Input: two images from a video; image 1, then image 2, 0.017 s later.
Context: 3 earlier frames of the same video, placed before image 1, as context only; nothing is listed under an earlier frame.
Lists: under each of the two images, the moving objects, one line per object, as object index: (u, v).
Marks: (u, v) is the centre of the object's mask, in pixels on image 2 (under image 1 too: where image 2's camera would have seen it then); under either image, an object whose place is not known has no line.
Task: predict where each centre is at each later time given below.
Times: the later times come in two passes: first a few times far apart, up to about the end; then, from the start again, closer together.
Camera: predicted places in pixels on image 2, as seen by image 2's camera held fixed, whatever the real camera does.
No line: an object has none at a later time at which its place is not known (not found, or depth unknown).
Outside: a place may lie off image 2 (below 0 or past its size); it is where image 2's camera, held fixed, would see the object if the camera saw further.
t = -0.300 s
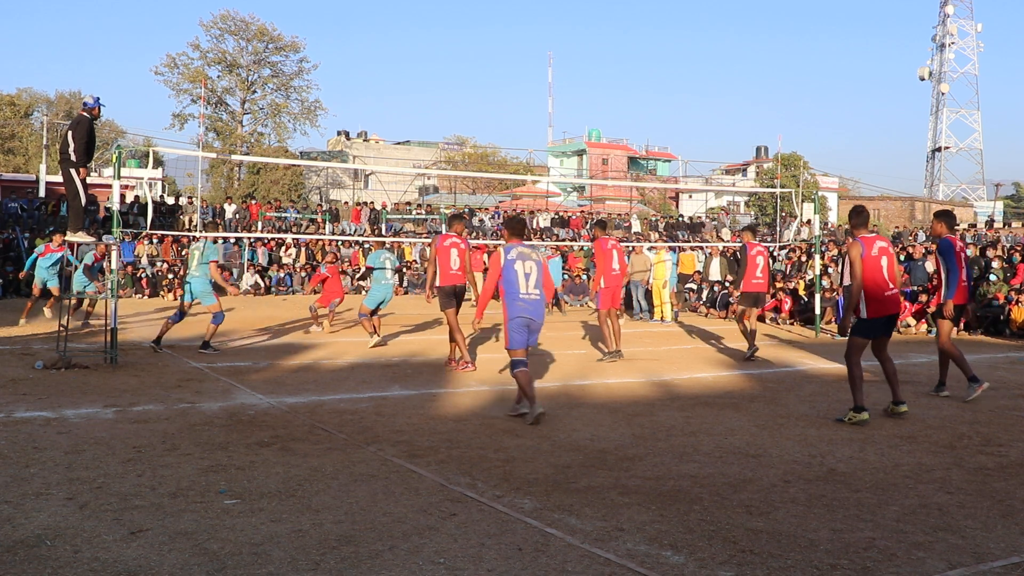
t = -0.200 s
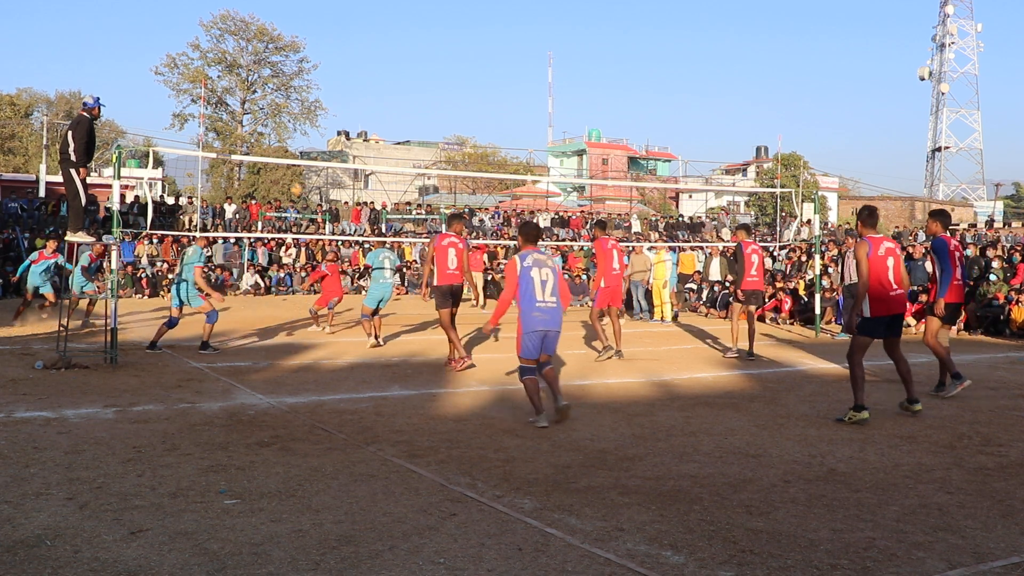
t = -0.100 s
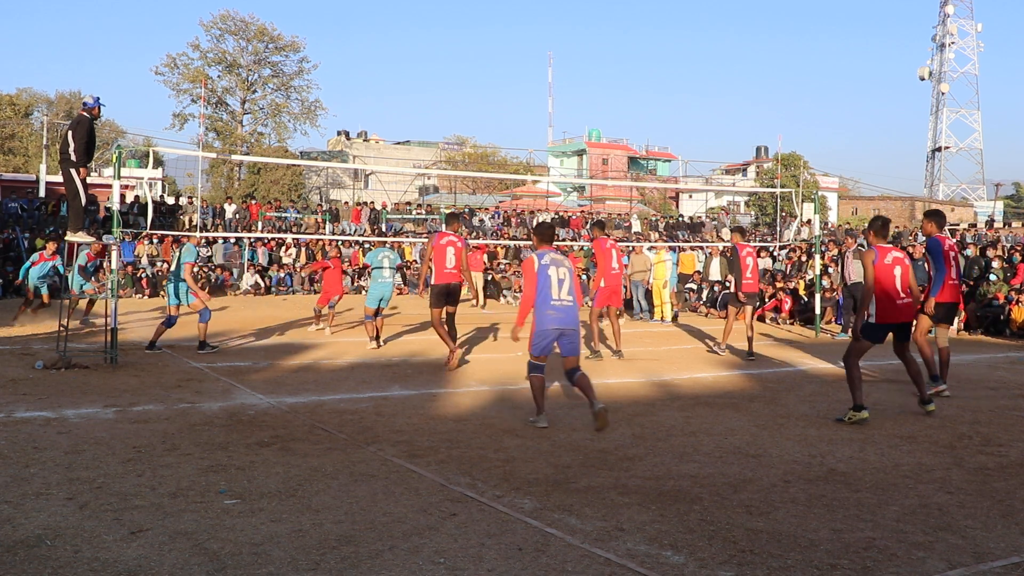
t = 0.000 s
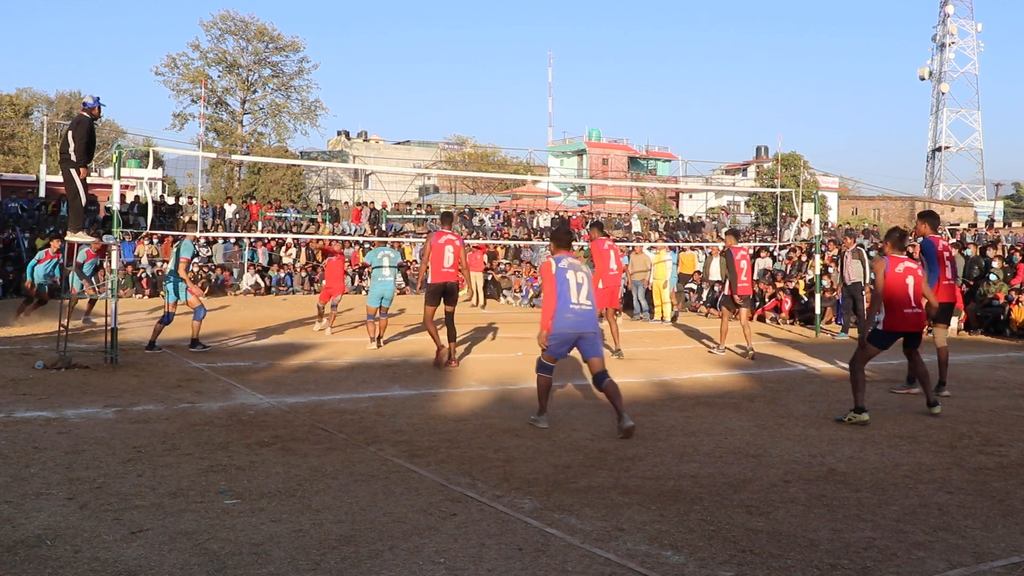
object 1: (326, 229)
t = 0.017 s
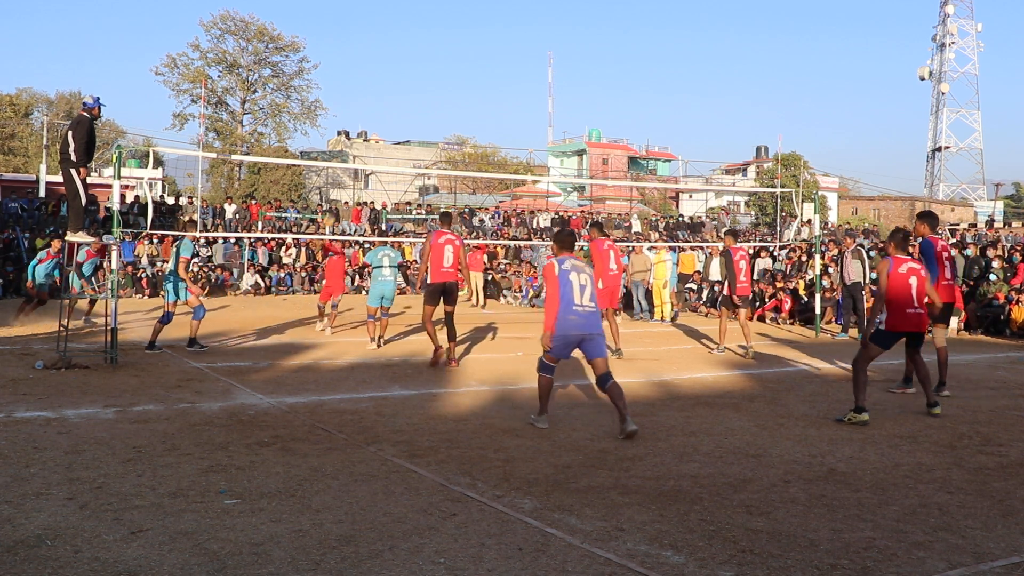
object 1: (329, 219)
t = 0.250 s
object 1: (381, 119)
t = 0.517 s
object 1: (439, 42)
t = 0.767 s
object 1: (492, 9)
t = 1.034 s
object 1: (547, 16)
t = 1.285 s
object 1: (597, 61)
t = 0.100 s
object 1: (347, 180)
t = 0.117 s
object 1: (353, 174)
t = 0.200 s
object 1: (370, 137)
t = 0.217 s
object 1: (374, 131)
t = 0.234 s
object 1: (377, 125)
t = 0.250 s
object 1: (381, 119)
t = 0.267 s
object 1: (385, 112)
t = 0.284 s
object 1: (388, 106)
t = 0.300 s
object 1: (392, 101)
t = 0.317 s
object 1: (396, 95)
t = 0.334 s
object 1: (399, 90)
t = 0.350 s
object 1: (403, 84)
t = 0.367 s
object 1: (406, 79)
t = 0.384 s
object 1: (410, 75)
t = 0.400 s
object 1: (414, 70)
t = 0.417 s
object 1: (417, 65)
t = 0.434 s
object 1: (421, 61)
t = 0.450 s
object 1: (425, 57)
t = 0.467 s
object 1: (428, 53)
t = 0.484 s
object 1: (432, 49)
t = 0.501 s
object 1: (435, 45)
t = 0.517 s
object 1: (439, 42)
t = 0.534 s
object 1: (442, 39)
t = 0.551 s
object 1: (446, 35)
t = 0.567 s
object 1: (450, 32)
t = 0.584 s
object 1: (453, 30)
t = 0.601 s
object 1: (457, 27)
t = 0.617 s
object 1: (460, 24)
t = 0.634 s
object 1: (464, 22)
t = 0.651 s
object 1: (468, 20)
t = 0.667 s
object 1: (471, 18)
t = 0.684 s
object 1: (475, 16)
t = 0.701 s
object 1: (478, 15)
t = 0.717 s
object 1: (482, 13)
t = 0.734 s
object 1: (485, 11)
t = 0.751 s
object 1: (489, 10)
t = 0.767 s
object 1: (492, 9)
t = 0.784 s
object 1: (496, 8)
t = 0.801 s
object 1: (499, 8)
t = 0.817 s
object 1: (503, 7)
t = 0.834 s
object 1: (506, 7)
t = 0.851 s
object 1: (510, 7)
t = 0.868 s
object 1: (513, 7)
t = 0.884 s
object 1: (516, 7)
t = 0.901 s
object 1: (520, 7)
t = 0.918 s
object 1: (523, 8)
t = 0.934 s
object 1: (527, 8)
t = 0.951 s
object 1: (530, 9)
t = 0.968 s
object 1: (534, 10)
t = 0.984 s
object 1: (537, 11)
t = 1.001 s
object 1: (541, 13)
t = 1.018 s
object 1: (544, 15)
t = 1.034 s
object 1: (547, 16)
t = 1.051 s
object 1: (550, 18)
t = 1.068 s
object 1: (554, 20)
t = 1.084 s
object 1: (558, 22)
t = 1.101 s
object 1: (561, 24)
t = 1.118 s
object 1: (564, 27)
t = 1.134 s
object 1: (567, 30)
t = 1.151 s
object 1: (571, 33)
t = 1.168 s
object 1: (574, 36)
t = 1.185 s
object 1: (578, 39)
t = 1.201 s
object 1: (581, 42)
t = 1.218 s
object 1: (584, 45)
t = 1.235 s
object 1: (587, 49)
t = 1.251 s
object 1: (591, 53)
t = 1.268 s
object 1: (594, 57)
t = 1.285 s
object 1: (597, 61)
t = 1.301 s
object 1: (601, 66)
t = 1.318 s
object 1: (604, 70)
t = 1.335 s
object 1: (607, 74)
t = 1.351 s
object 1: (610, 79)
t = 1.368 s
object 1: (614, 84)
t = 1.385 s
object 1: (617, 89)
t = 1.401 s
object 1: (620, 95)
